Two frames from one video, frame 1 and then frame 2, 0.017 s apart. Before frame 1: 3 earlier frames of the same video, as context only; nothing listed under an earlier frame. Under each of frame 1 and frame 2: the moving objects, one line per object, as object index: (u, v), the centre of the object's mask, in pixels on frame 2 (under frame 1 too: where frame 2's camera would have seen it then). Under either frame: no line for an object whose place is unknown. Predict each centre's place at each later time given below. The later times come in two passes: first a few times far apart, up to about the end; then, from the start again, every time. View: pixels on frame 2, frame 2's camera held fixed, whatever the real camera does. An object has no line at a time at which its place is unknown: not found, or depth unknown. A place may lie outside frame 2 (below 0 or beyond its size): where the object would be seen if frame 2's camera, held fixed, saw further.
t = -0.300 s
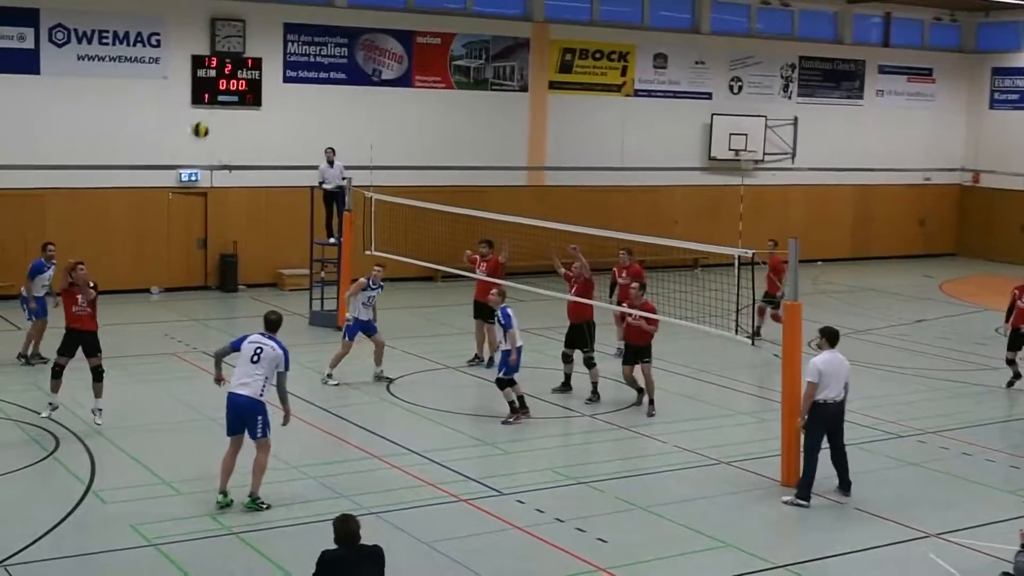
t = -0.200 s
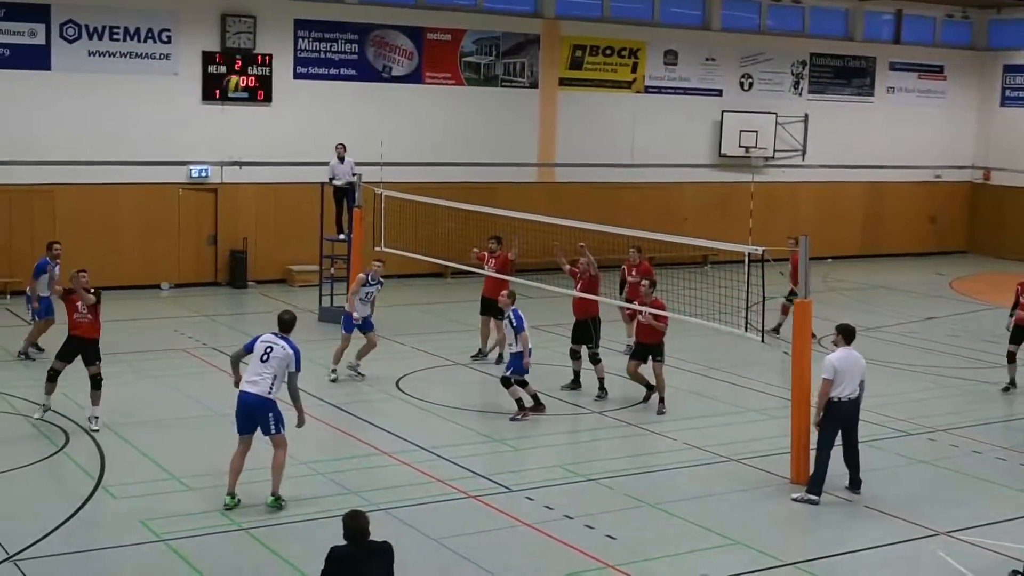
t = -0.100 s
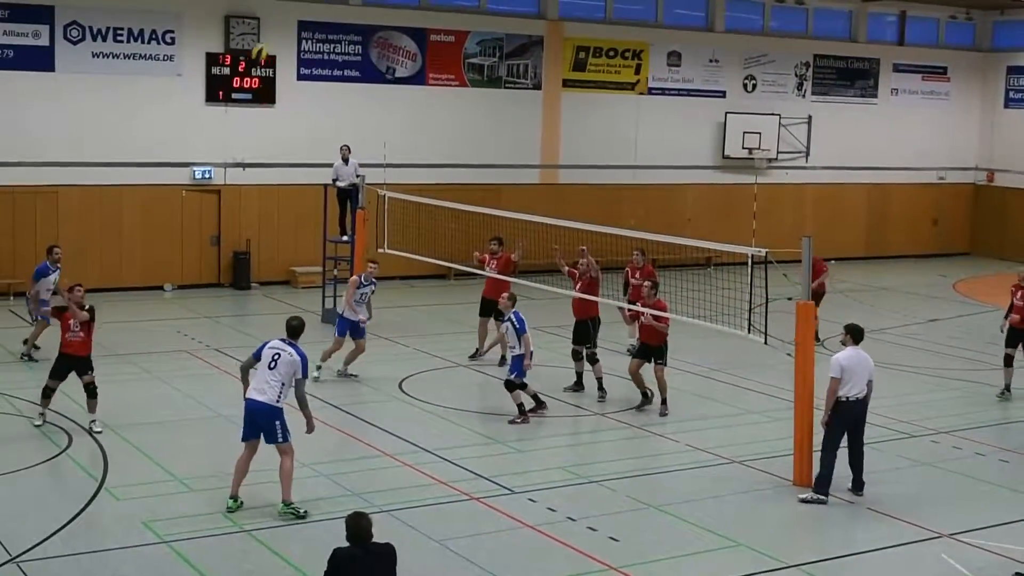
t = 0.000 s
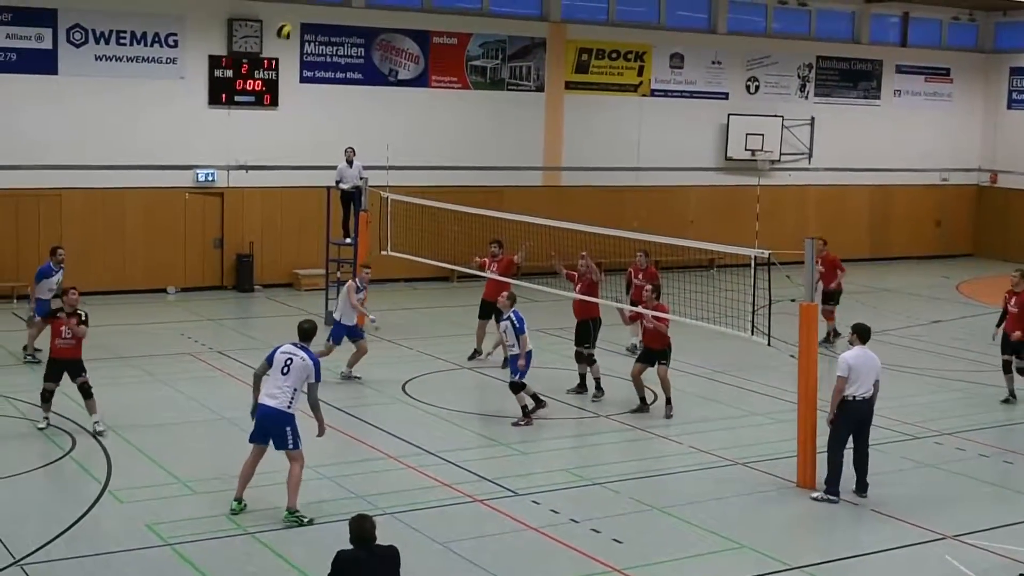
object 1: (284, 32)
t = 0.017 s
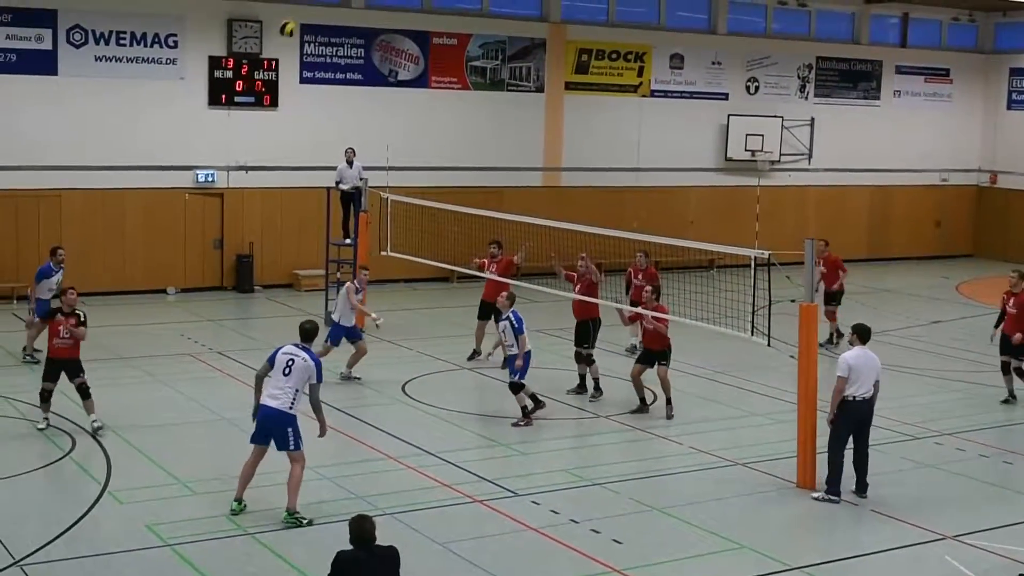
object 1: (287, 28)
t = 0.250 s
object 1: (336, 9)
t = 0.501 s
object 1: (385, 37)
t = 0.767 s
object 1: (431, 122)
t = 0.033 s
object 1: (291, 26)
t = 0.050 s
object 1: (294, 24)
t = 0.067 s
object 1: (298, 21)
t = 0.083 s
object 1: (301, 18)
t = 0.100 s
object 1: (304, 16)
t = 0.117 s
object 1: (309, 14)
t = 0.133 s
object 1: (312, 13)
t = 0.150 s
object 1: (316, 11)
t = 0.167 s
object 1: (319, 10)
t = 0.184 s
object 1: (323, 10)
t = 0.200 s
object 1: (326, 9)
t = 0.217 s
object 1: (329, 9)
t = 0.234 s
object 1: (333, 9)
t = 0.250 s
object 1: (336, 9)
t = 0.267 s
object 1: (339, 9)
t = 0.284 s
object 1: (342, 9)
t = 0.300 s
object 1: (346, 10)
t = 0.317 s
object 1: (349, 11)
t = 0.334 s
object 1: (352, 13)
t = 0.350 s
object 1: (356, 14)
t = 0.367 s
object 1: (359, 16)
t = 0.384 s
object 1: (362, 17)
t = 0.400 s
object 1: (365, 20)
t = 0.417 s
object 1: (369, 23)
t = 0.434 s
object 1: (372, 25)
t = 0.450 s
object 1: (375, 28)
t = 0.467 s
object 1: (378, 31)
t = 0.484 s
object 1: (381, 34)
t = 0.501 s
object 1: (385, 37)
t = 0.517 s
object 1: (387, 41)
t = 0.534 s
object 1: (391, 44)
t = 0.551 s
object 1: (394, 49)
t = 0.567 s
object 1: (397, 53)
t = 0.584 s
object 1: (400, 58)
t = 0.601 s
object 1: (403, 63)
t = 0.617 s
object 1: (406, 68)
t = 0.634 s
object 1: (410, 73)
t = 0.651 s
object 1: (412, 79)
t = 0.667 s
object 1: (415, 84)
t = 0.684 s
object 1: (417, 90)
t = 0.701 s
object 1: (420, 96)
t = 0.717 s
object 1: (423, 103)
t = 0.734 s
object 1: (426, 109)
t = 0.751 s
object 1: (428, 116)
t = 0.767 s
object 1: (431, 122)
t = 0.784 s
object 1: (434, 129)
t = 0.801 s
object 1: (437, 136)
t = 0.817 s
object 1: (440, 144)
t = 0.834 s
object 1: (443, 151)
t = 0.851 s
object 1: (445, 158)
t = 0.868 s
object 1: (447, 167)
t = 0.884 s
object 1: (451, 175)
